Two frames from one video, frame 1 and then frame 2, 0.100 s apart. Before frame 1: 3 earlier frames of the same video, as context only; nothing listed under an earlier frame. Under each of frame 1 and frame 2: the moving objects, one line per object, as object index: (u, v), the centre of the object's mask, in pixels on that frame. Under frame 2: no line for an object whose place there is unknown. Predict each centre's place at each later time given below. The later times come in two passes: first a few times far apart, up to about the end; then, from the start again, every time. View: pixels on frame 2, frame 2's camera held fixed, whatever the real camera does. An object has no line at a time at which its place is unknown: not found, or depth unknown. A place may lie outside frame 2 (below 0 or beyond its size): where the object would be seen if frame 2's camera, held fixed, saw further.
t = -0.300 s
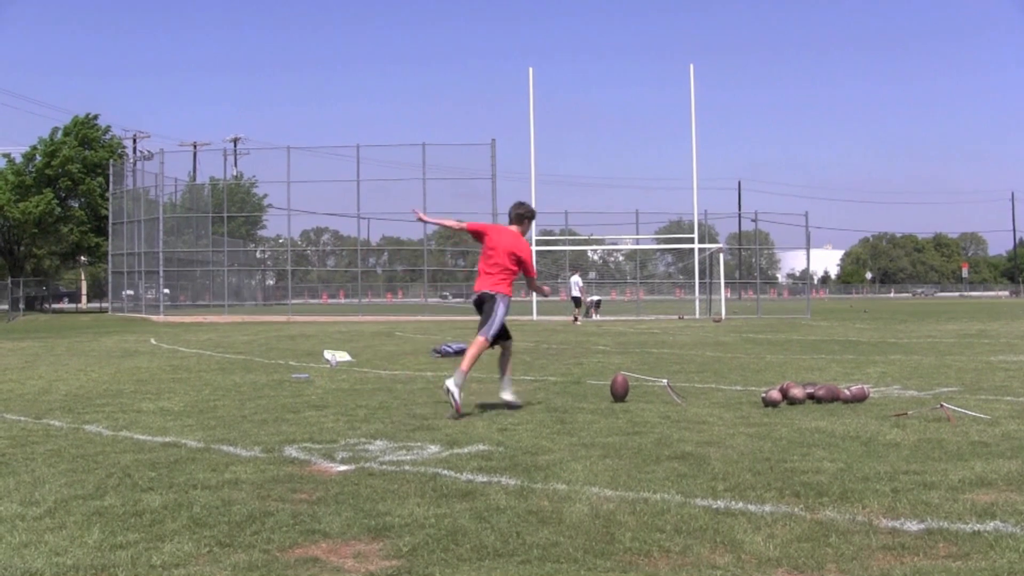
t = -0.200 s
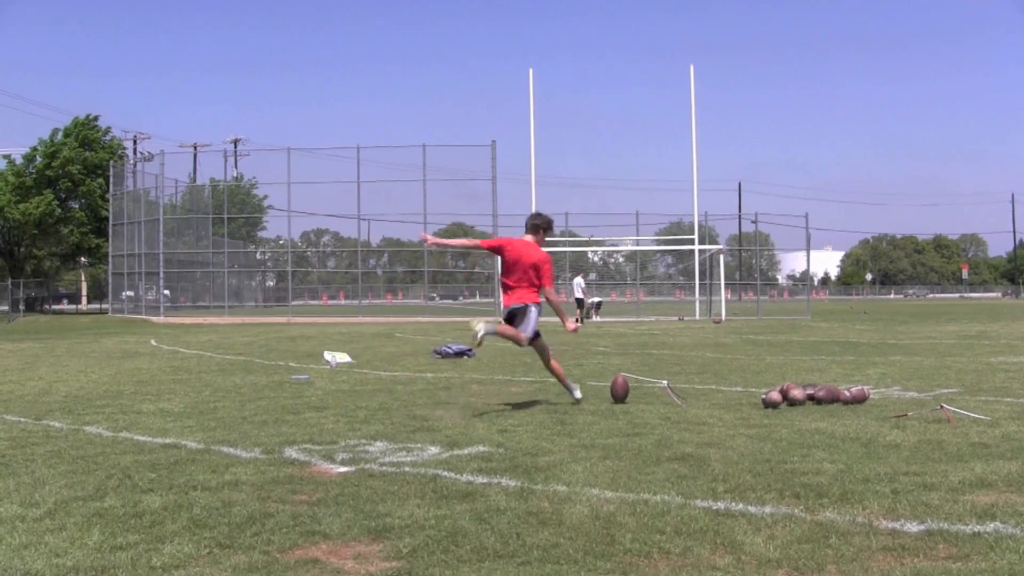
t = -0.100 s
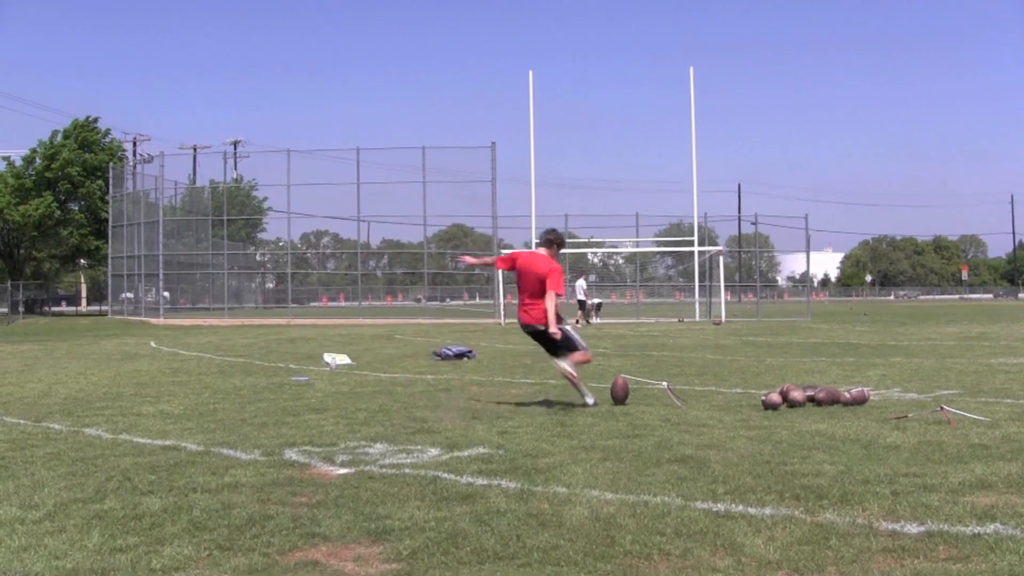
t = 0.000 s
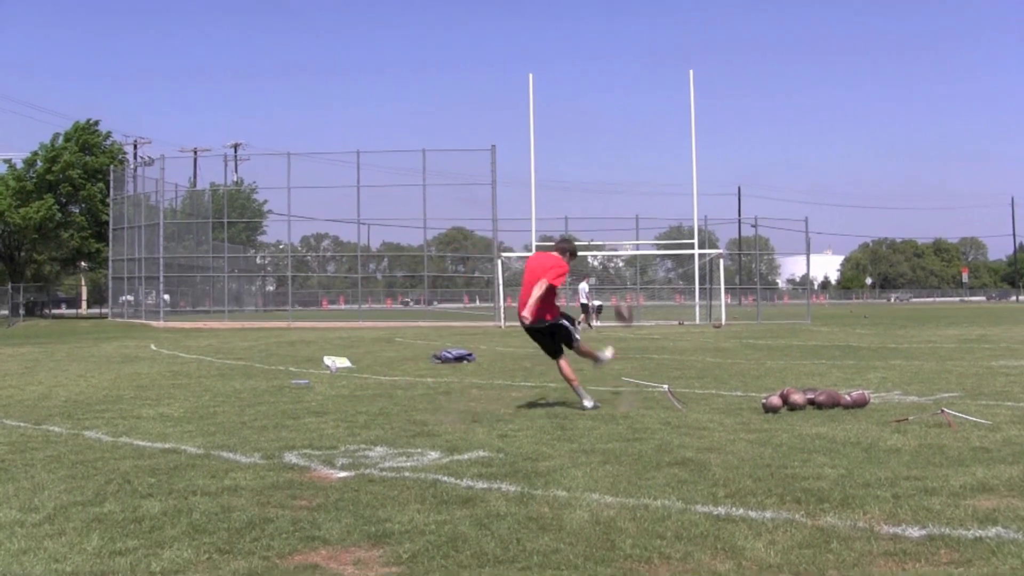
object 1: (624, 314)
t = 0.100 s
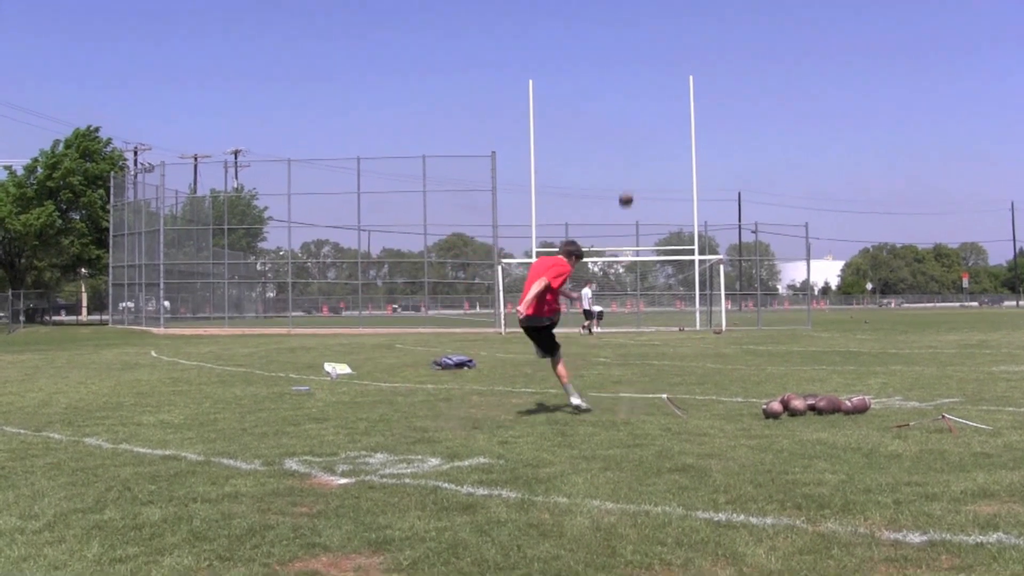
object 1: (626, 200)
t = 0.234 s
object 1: (627, 100)
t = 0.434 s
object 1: (630, 15)
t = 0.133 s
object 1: (626, 170)
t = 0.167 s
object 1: (627, 143)
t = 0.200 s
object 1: (627, 120)
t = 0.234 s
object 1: (627, 100)
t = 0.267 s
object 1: (628, 81)
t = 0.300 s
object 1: (628, 65)
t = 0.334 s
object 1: (629, 50)
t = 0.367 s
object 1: (629, 38)
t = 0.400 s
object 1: (630, 26)
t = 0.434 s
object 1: (630, 15)
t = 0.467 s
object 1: (630, 5)
